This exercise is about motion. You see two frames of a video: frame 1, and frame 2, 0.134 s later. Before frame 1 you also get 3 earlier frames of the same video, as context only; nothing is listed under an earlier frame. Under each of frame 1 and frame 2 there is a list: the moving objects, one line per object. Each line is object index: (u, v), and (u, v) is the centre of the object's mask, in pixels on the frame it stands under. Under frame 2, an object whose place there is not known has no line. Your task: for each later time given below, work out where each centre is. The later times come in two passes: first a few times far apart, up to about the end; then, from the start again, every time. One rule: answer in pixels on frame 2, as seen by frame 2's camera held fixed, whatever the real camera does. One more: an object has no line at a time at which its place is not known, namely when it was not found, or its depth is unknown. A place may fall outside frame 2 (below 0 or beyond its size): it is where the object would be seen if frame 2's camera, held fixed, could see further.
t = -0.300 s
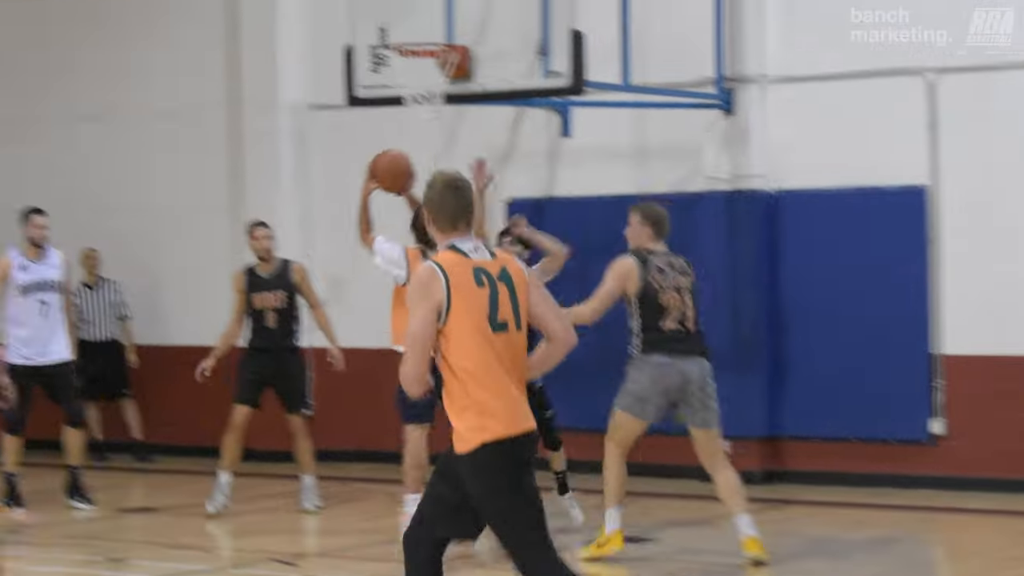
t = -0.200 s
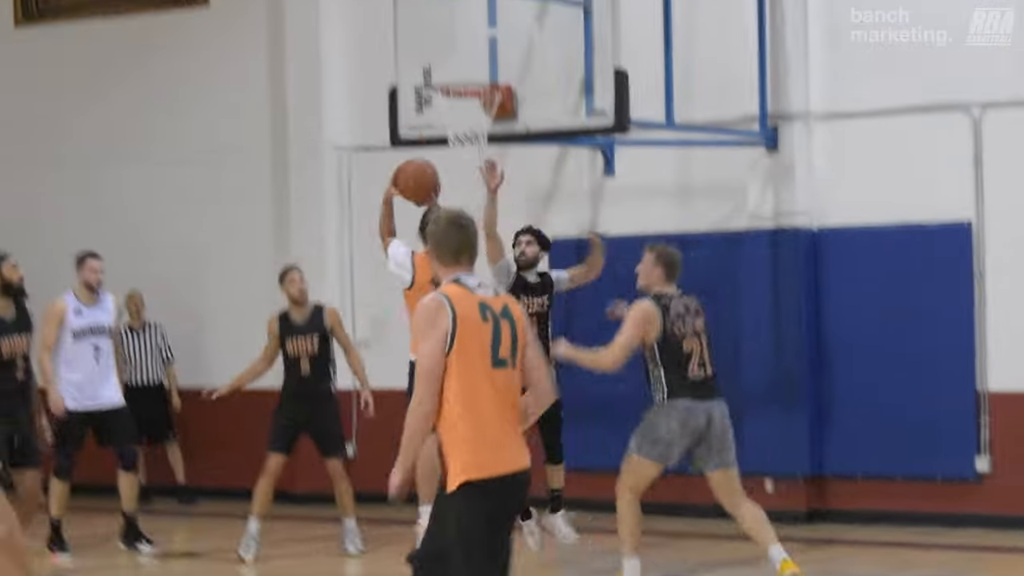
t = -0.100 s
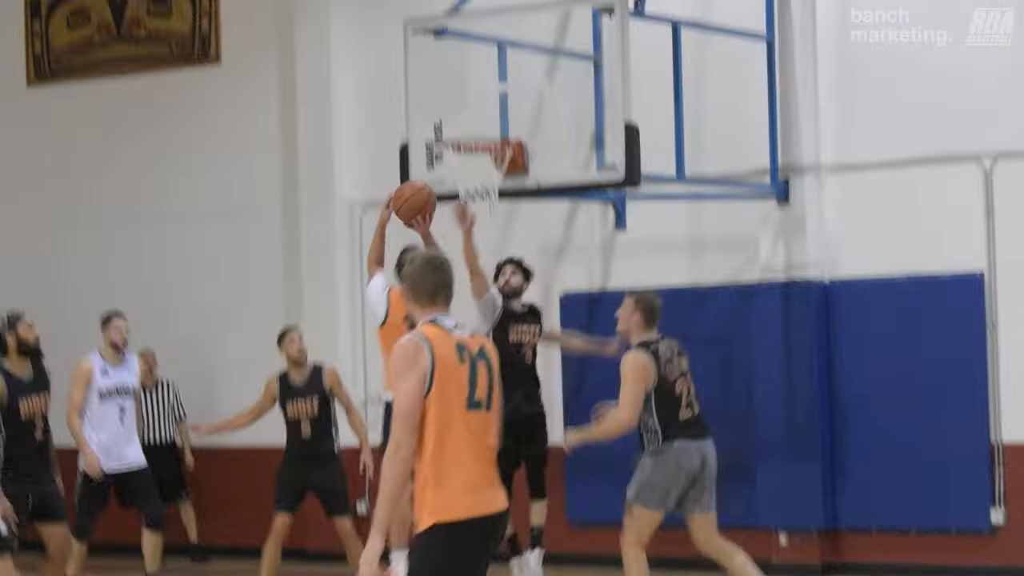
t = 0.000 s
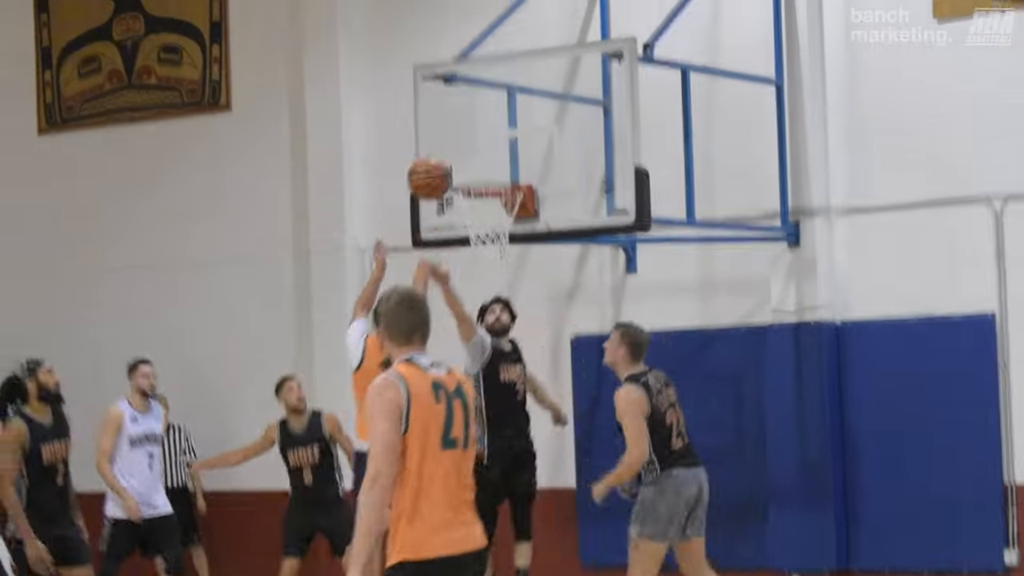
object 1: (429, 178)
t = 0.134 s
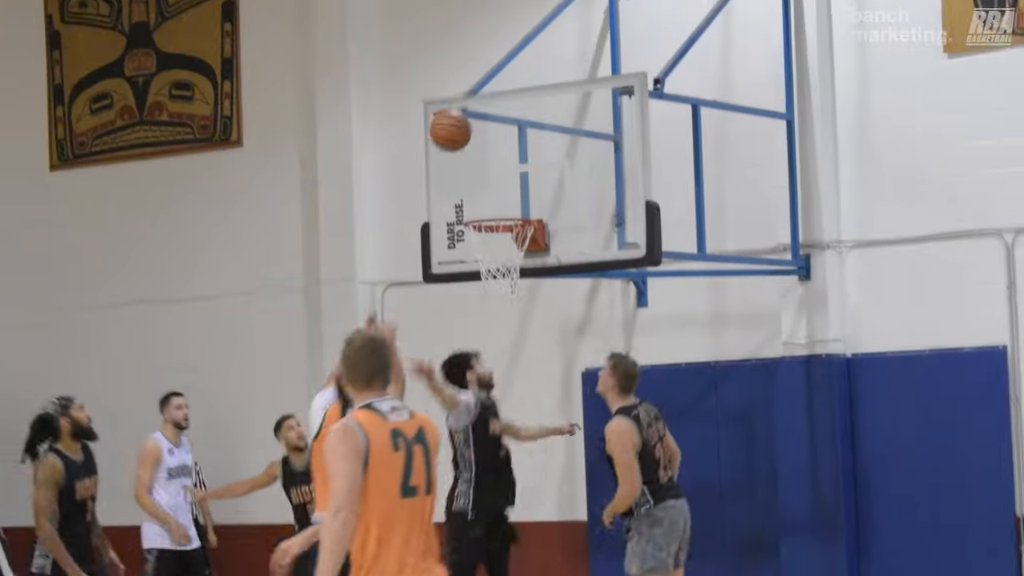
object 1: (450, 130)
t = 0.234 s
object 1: (459, 90)
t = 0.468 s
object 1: (478, 65)
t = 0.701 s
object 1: (499, 124)
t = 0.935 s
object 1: (505, 247)
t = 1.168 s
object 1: (470, 371)
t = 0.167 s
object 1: (453, 115)
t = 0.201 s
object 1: (456, 102)
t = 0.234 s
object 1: (459, 90)
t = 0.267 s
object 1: (461, 82)
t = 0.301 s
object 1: (465, 75)
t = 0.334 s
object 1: (467, 69)
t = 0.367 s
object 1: (470, 66)
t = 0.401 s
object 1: (473, 64)
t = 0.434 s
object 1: (475, 64)
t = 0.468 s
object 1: (478, 65)
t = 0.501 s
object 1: (481, 69)
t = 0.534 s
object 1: (485, 74)
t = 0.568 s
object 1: (487, 81)
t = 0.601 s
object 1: (491, 88)
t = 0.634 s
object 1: (493, 99)
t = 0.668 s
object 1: (496, 110)
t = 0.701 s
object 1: (499, 124)
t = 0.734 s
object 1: (502, 141)
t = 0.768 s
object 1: (505, 156)
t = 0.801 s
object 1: (508, 174)
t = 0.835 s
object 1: (510, 193)
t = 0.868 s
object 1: (514, 209)
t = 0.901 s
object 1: (507, 234)
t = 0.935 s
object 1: (505, 247)
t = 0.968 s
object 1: (502, 265)
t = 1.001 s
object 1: (499, 289)
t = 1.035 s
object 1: (492, 296)
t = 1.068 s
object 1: (486, 312)
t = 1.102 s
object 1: (480, 332)
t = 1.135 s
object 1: (475, 352)
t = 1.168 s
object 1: (470, 371)
